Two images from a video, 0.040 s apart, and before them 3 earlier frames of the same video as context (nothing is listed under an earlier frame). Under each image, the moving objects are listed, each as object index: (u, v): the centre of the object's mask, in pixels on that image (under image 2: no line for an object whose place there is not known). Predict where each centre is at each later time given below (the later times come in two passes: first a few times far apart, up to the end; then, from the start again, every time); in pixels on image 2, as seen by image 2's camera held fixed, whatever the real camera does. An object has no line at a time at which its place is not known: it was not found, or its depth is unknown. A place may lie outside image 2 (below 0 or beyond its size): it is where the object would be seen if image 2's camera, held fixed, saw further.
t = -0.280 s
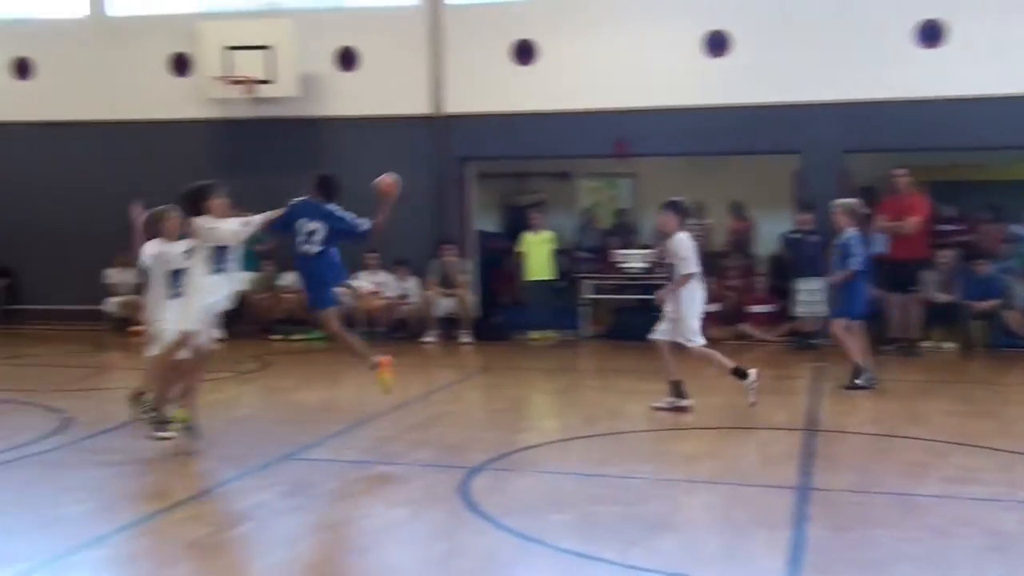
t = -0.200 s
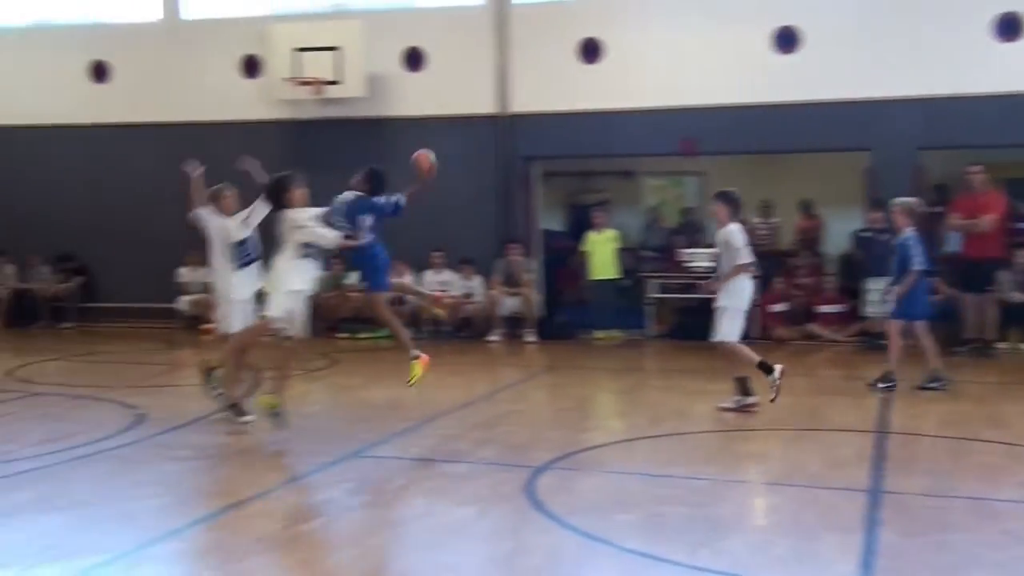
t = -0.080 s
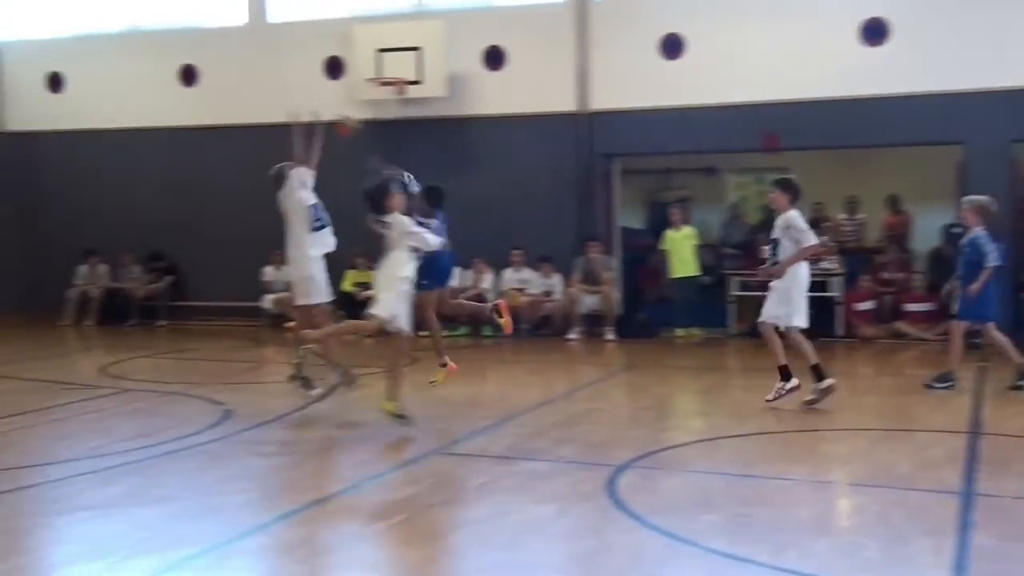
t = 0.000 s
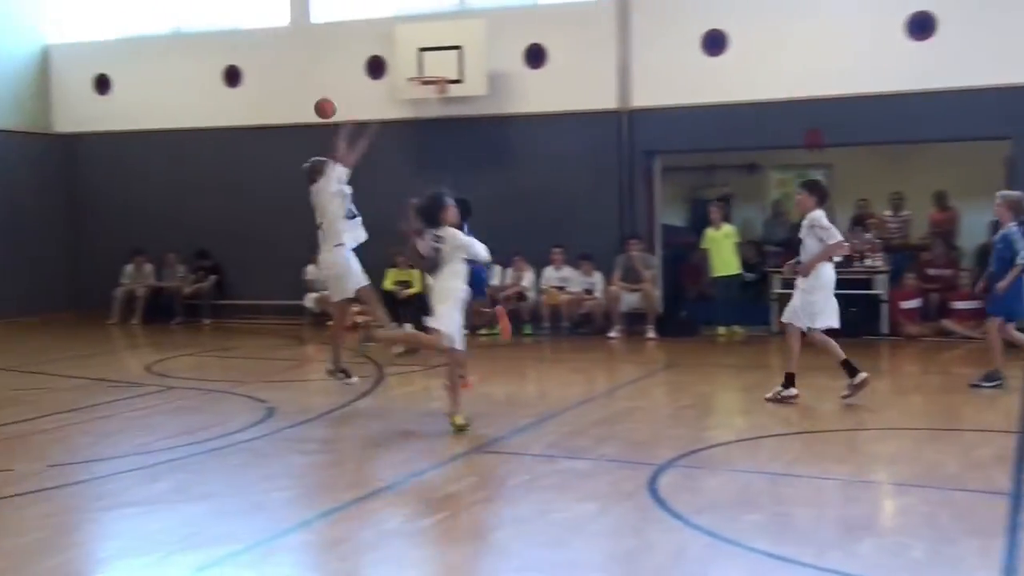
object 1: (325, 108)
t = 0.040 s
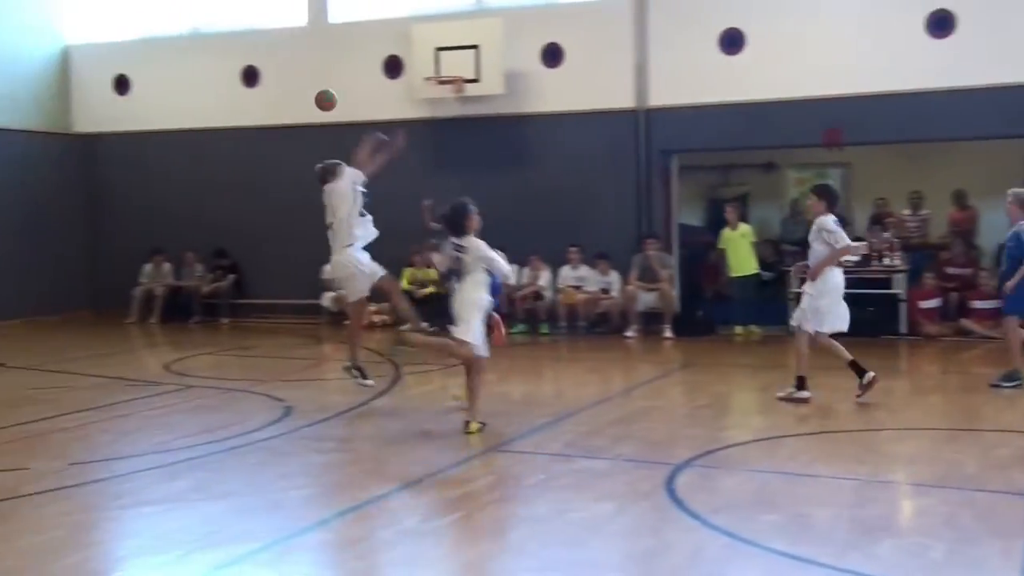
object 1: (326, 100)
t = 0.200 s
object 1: (262, 93)
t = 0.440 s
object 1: (171, 150)
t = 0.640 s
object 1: (94, 263)
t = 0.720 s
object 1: (65, 320)
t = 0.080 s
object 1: (310, 95)
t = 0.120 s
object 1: (295, 93)
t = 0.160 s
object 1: (278, 92)
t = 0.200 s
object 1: (262, 93)
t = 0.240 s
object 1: (247, 98)
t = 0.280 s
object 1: (231, 104)
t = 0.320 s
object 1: (216, 113)
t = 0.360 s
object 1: (201, 123)
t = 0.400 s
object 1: (185, 136)
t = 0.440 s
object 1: (171, 150)
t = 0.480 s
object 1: (155, 168)
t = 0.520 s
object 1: (139, 188)
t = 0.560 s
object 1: (124, 211)
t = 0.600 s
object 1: (109, 236)
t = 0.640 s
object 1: (94, 263)
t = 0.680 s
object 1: (79, 292)
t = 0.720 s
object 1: (65, 320)
